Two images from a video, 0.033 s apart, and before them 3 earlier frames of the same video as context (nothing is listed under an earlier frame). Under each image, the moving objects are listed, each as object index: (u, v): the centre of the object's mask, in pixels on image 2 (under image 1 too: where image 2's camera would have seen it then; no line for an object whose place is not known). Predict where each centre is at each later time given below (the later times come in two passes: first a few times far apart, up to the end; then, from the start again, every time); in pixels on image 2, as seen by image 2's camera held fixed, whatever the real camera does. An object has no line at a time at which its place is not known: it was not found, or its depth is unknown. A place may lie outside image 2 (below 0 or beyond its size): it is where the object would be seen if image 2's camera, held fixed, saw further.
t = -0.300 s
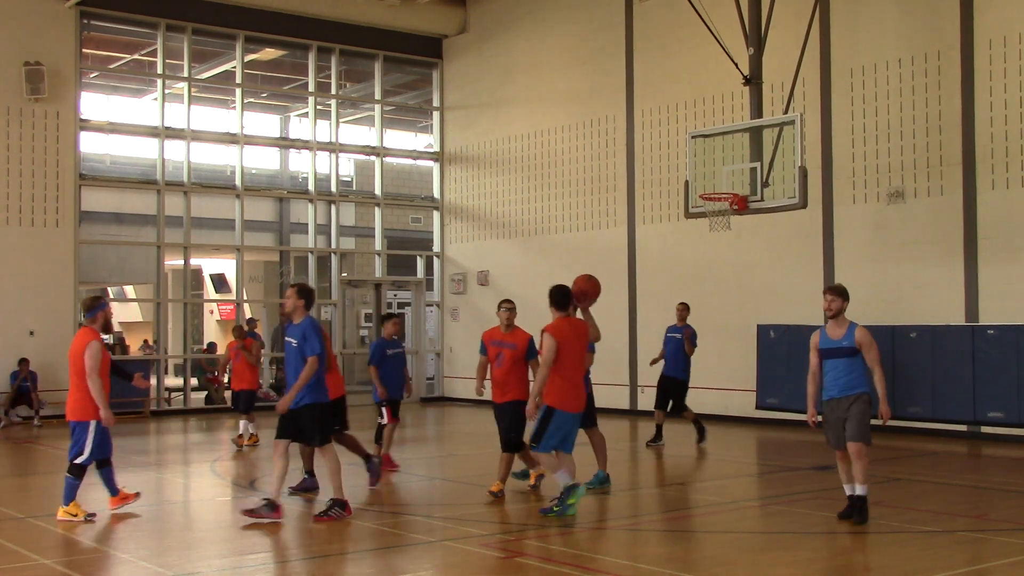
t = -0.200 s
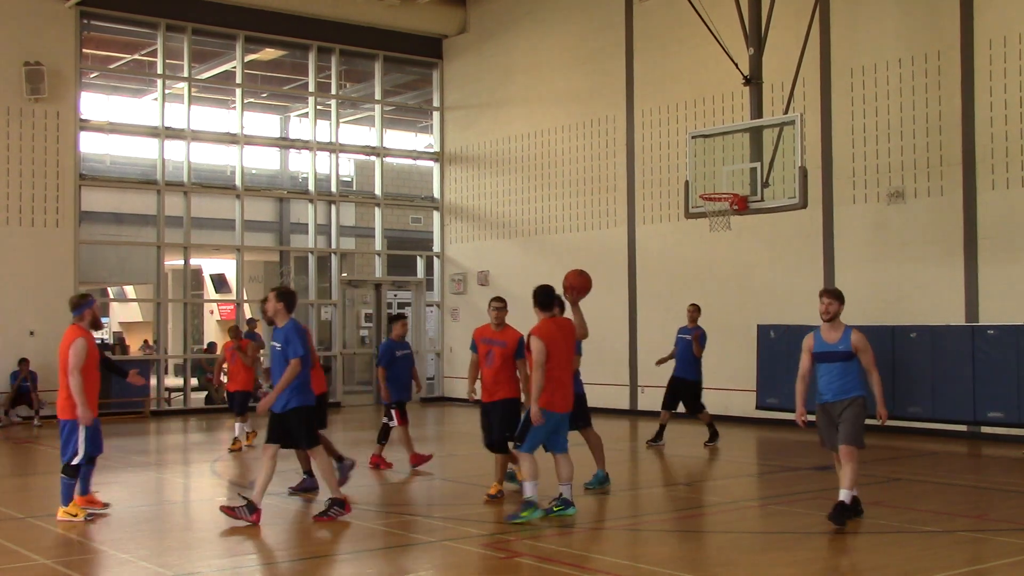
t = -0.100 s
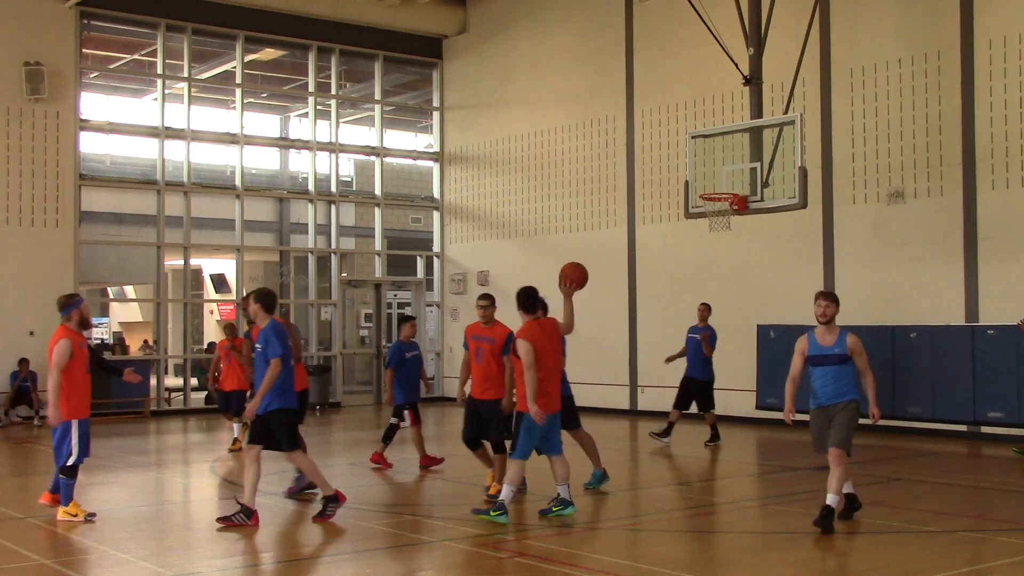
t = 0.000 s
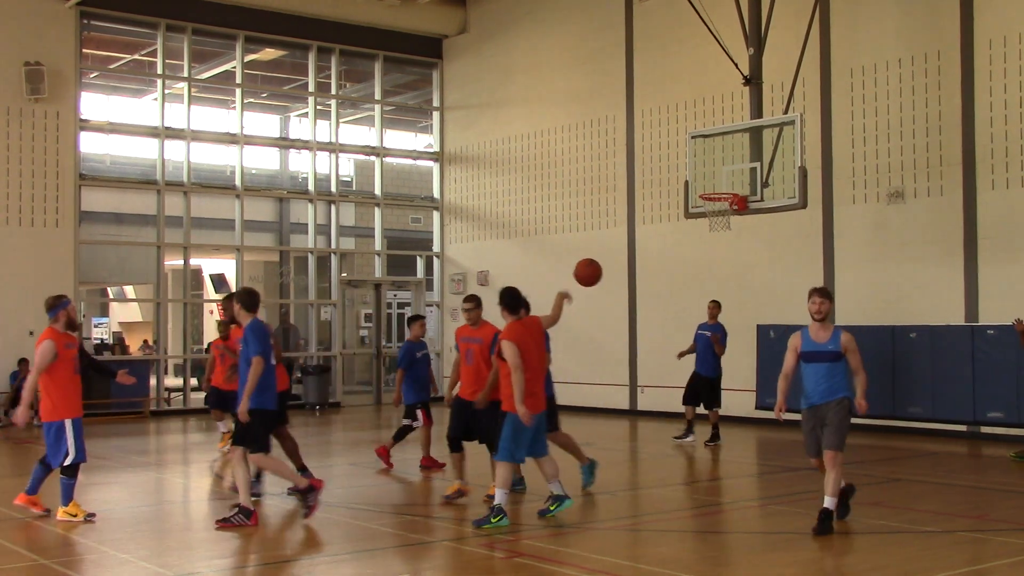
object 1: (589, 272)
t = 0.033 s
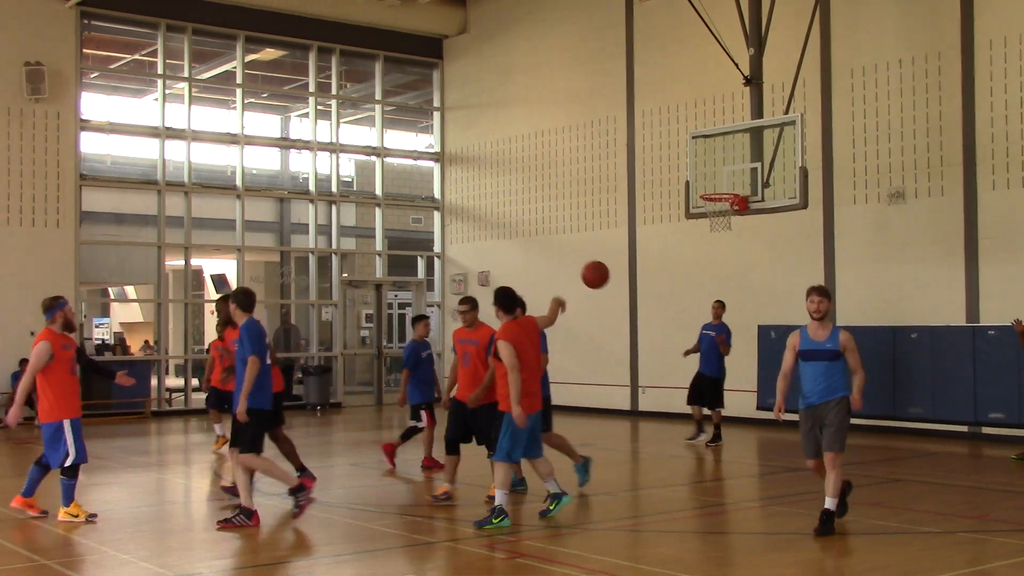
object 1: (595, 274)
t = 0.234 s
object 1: (631, 310)
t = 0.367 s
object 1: (652, 353)
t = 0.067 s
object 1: (601, 278)
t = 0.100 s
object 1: (608, 281)
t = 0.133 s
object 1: (614, 287)
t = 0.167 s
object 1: (620, 294)
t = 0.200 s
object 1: (626, 301)
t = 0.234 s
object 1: (631, 310)
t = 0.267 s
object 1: (637, 319)
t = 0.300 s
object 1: (642, 329)
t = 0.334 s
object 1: (647, 341)
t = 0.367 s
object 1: (652, 353)
